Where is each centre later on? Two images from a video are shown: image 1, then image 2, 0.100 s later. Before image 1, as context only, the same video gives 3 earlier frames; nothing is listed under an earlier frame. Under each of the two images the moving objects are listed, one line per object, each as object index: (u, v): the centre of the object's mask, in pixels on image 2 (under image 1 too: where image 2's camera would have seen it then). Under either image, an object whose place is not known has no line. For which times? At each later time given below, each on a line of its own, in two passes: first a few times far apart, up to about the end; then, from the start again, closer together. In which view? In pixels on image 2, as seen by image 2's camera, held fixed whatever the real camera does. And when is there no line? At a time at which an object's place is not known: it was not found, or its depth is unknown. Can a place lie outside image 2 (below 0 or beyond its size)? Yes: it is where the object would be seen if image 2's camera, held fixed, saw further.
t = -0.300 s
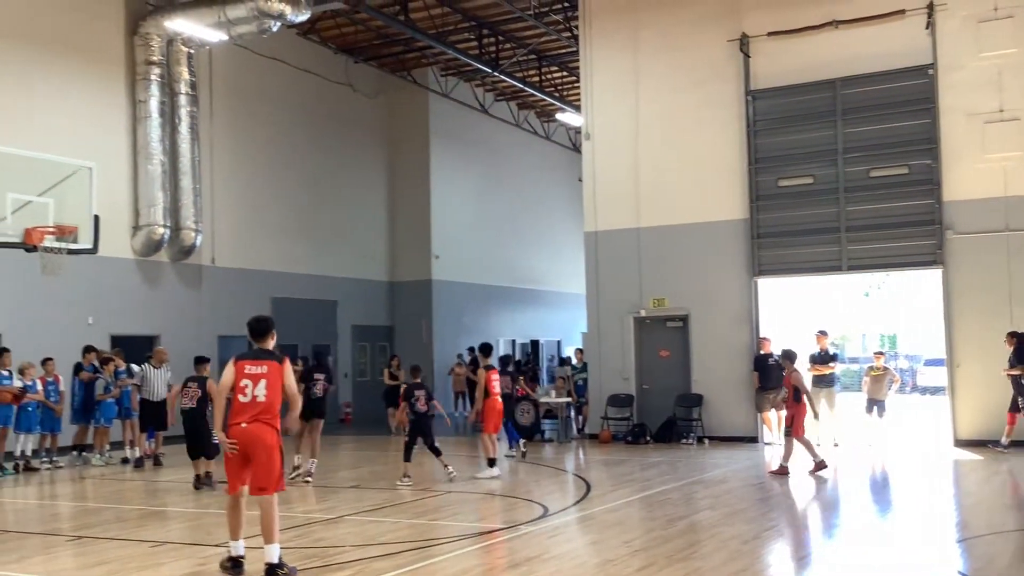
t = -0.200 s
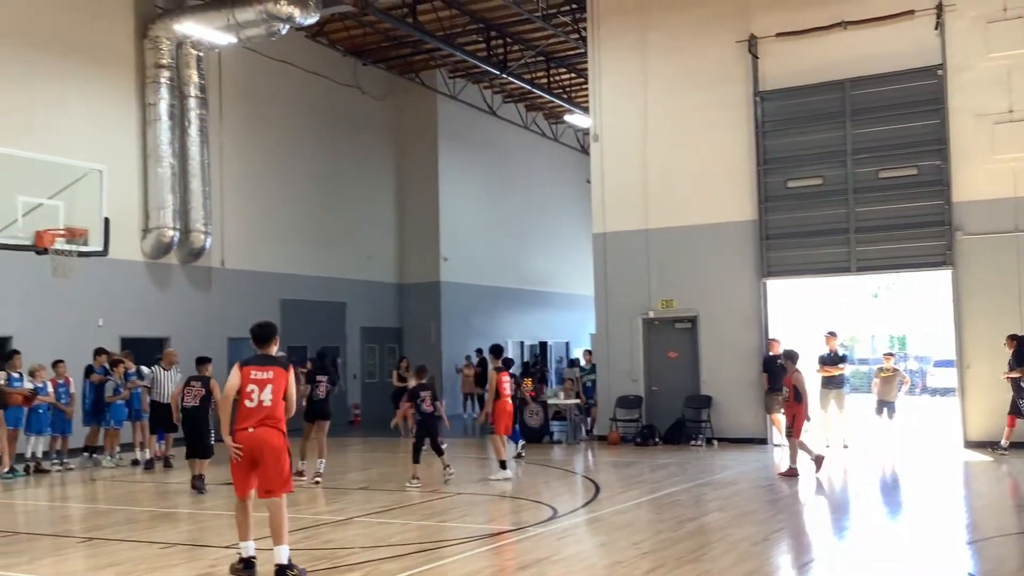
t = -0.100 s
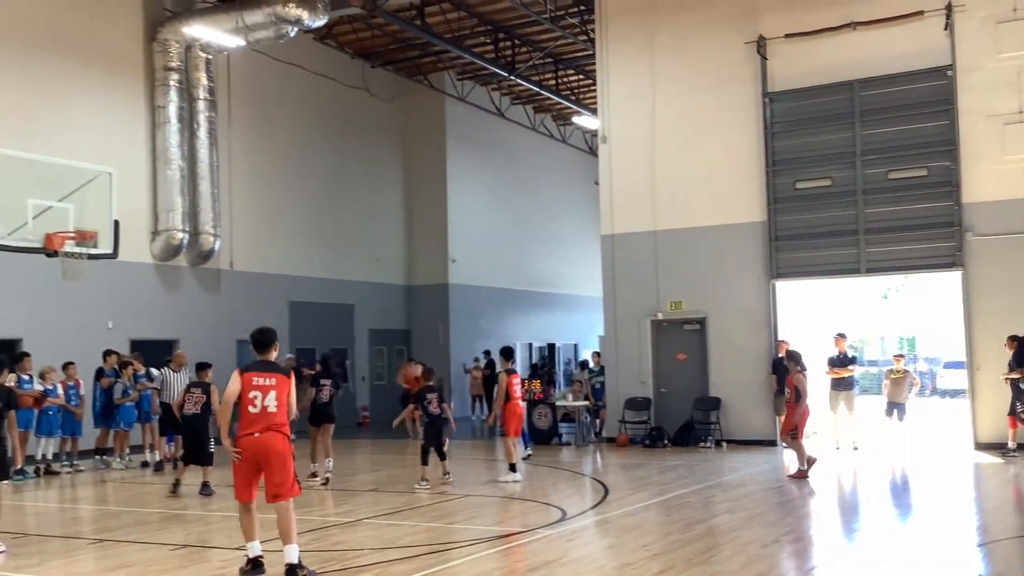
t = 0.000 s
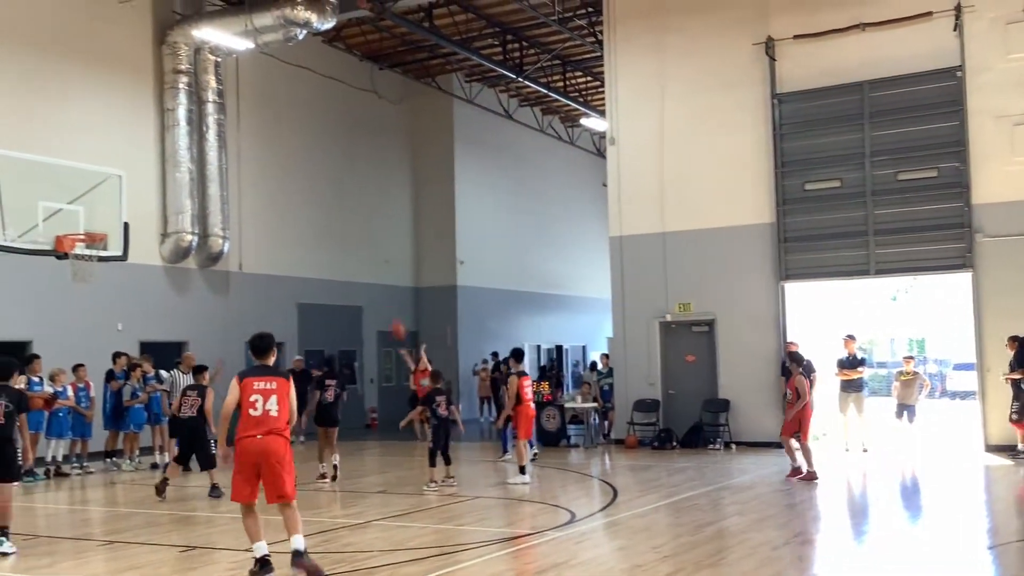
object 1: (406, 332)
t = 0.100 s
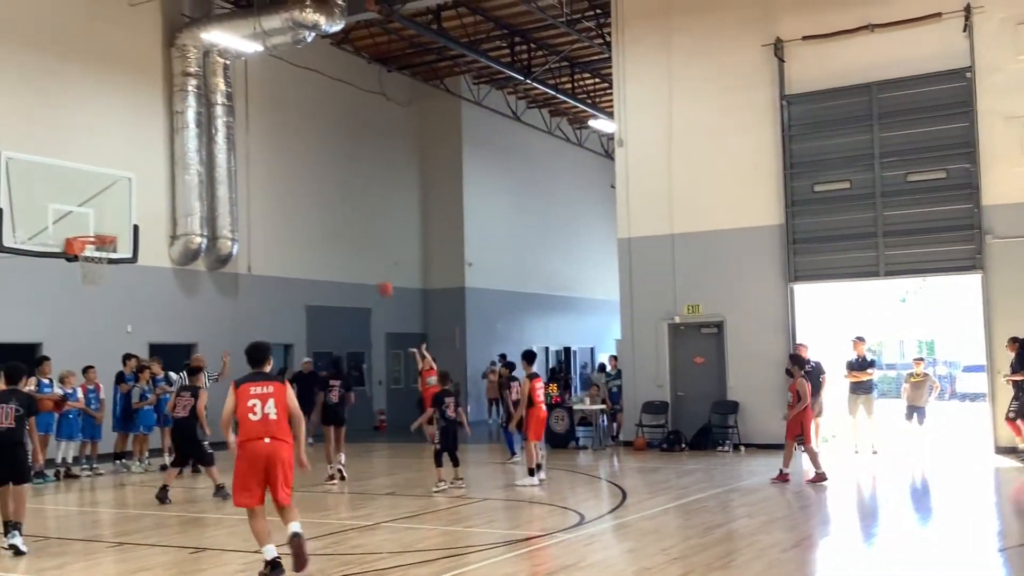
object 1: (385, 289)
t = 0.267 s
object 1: (351, 227)
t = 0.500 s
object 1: (300, 167)
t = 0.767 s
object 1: (235, 137)
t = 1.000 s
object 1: (170, 155)
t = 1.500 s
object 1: (143, 215)
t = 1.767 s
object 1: (200, 244)
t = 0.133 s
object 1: (379, 275)
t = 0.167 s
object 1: (372, 263)
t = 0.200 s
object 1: (365, 251)
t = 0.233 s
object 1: (358, 239)
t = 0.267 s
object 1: (351, 227)
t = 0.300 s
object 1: (344, 217)
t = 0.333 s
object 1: (337, 207)
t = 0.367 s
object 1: (330, 197)
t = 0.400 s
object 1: (322, 189)
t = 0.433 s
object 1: (315, 181)
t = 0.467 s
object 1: (308, 173)
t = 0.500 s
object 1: (300, 167)
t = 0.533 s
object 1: (293, 160)
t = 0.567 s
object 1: (284, 155)
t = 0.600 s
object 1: (276, 150)
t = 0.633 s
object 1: (269, 146)
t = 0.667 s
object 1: (260, 142)
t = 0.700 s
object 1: (252, 140)
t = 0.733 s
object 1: (244, 138)
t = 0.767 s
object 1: (235, 137)
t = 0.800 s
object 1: (227, 137)
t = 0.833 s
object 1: (217, 138)
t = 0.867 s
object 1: (207, 139)
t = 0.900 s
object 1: (199, 142)
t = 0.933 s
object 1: (189, 145)
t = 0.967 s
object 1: (179, 150)
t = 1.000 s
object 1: (170, 155)
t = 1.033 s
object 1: (159, 161)
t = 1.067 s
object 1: (150, 167)
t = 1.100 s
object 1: (139, 175)
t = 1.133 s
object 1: (129, 185)
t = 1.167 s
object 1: (118, 195)
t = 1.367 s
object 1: (111, 219)
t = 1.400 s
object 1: (120, 217)
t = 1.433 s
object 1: (127, 215)
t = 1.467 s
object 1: (135, 215)
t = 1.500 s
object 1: (143, 215)
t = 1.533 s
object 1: (150, 215)
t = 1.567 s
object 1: (157, 218)
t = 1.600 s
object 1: (166, 220)
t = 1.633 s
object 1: (172, 223)
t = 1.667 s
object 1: (179, 228)
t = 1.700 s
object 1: (186, 232)
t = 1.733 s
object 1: (193, 238)
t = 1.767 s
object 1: (200, 244)
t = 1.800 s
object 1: (206, 251)
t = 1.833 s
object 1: (213, 259)
